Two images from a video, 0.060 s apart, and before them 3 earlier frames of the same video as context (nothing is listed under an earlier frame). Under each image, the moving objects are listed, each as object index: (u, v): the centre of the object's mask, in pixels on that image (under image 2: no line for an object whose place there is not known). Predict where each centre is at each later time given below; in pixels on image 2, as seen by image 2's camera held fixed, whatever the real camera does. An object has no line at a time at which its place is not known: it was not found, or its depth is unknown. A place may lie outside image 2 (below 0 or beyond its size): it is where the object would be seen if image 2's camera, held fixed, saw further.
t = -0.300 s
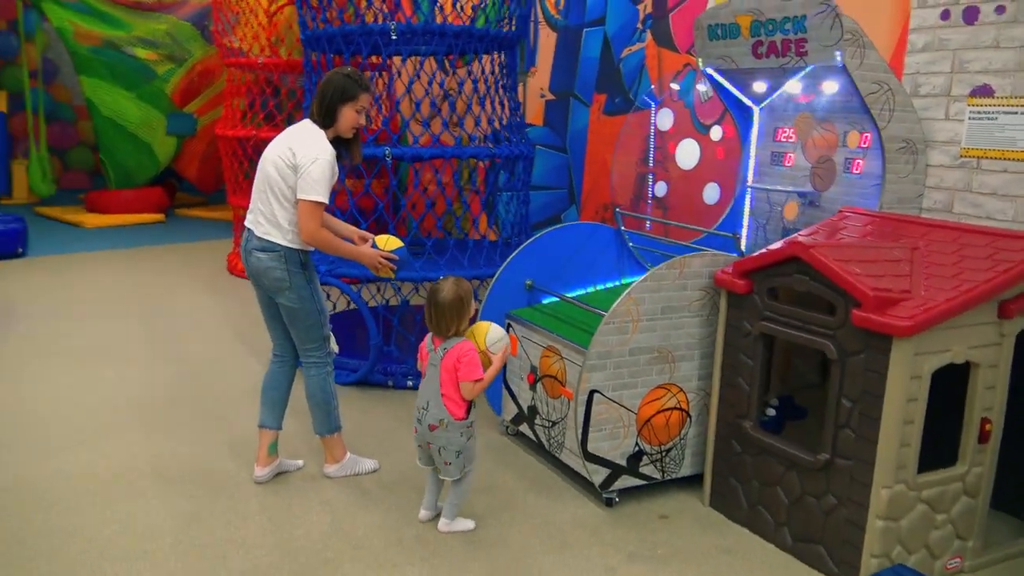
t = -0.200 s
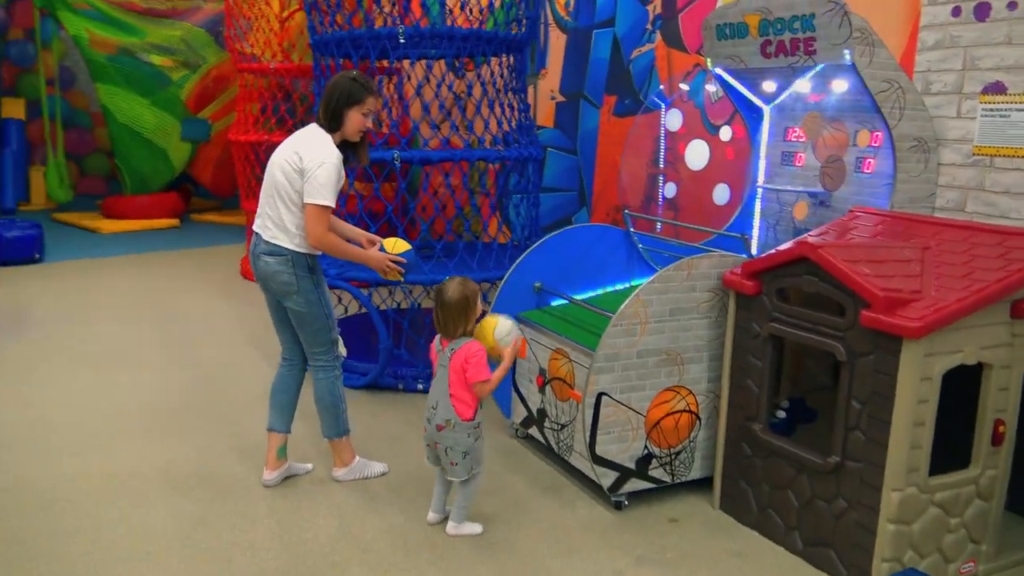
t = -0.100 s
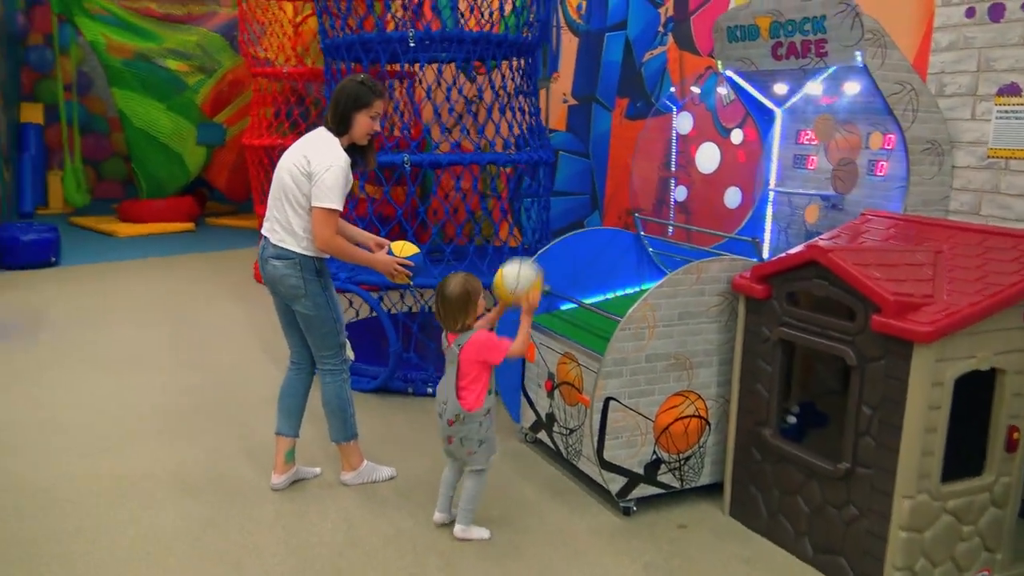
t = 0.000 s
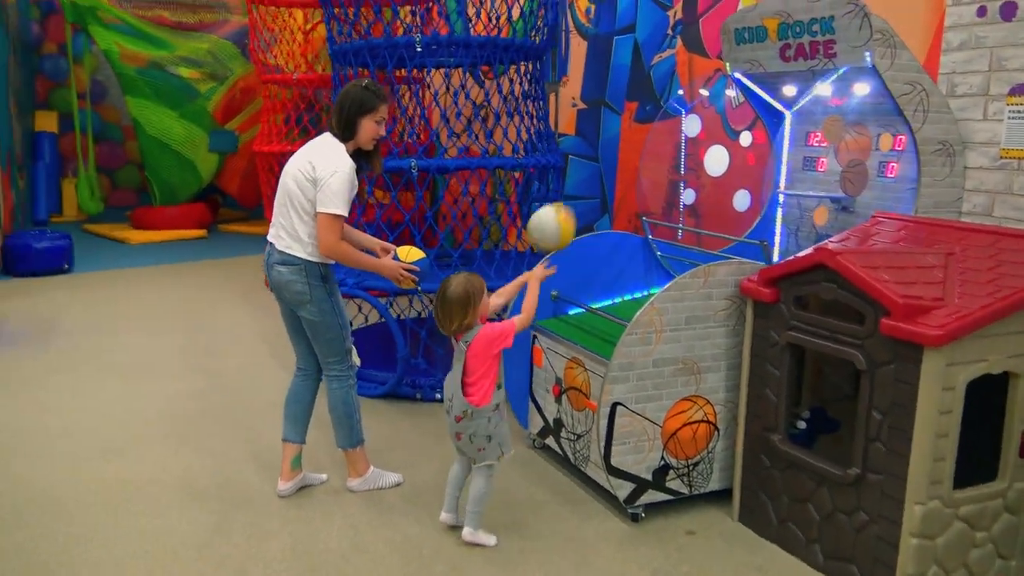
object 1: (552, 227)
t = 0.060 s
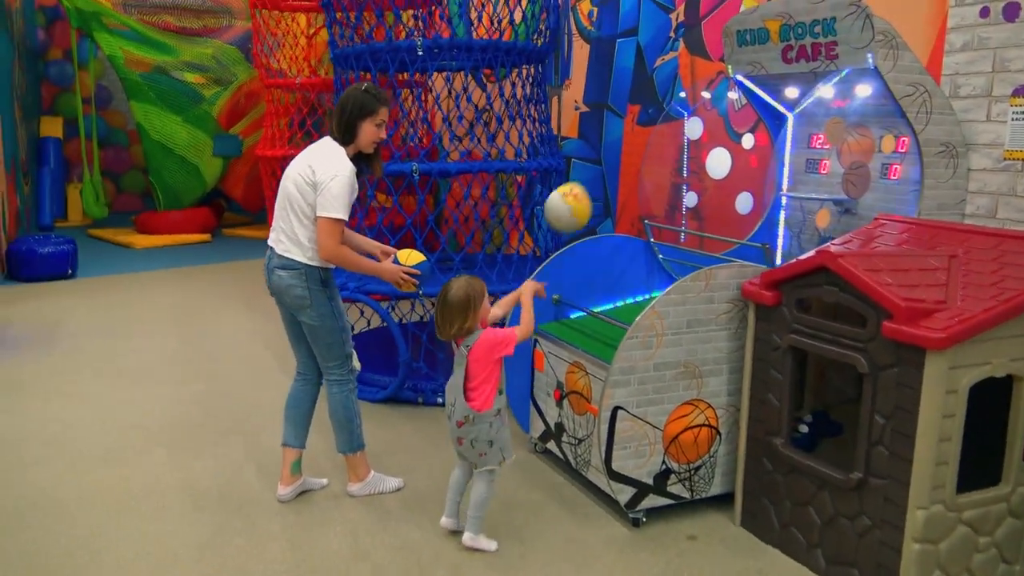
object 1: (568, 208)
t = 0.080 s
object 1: (573, 202)
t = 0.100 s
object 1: (577, 198)
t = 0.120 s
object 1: (582, 194)
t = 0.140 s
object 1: (586, 192)
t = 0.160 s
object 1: (591, 191)
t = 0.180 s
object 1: (595, 191)
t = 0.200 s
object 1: (599, 192)
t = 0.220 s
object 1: (604, 193)
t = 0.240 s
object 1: (608, 196)
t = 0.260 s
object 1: (612, 199)
